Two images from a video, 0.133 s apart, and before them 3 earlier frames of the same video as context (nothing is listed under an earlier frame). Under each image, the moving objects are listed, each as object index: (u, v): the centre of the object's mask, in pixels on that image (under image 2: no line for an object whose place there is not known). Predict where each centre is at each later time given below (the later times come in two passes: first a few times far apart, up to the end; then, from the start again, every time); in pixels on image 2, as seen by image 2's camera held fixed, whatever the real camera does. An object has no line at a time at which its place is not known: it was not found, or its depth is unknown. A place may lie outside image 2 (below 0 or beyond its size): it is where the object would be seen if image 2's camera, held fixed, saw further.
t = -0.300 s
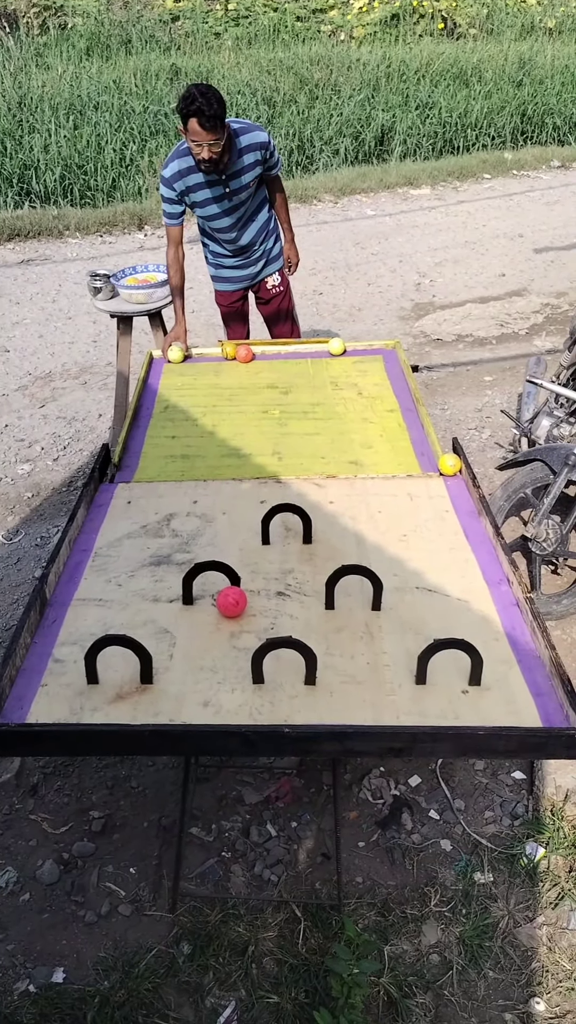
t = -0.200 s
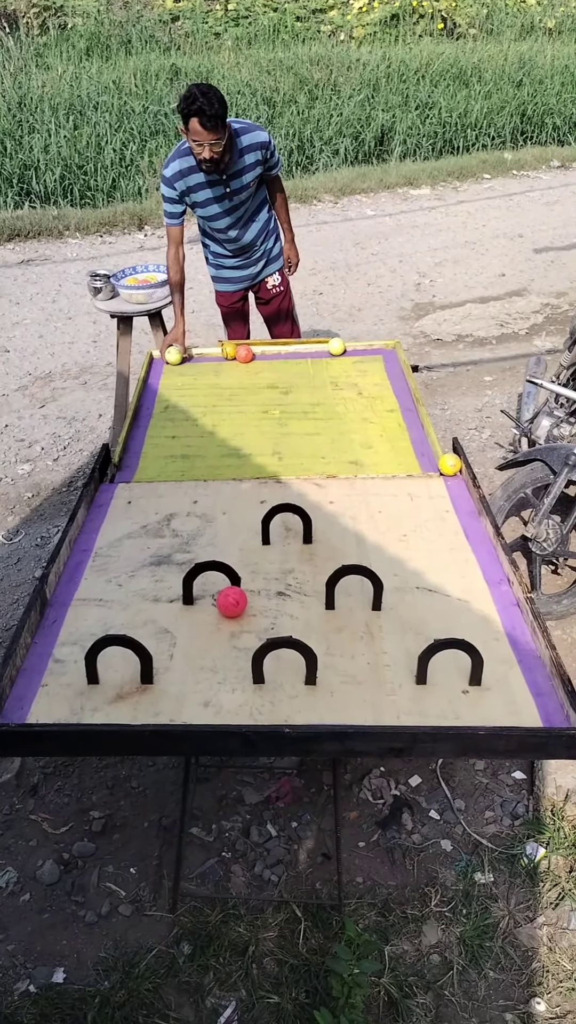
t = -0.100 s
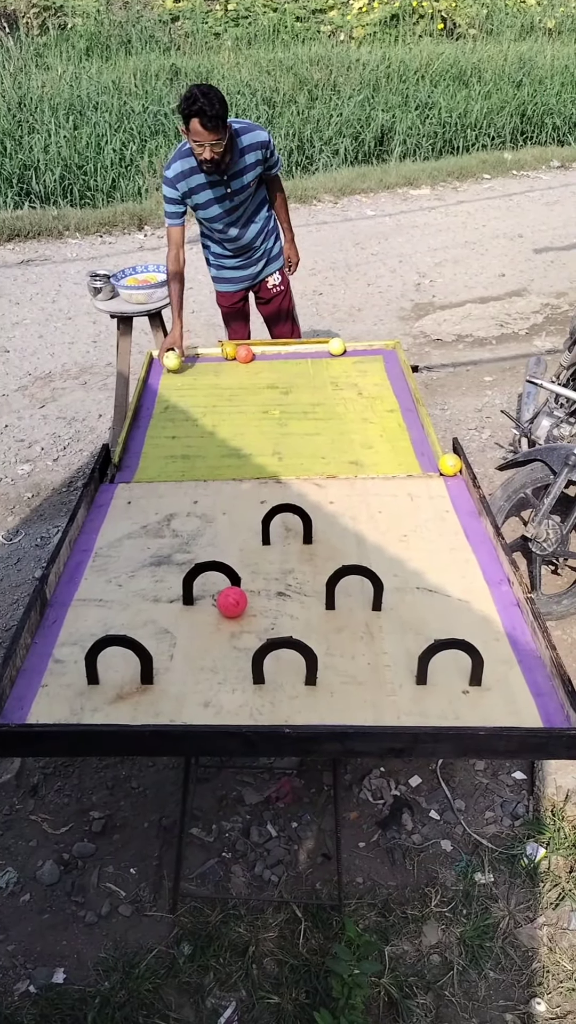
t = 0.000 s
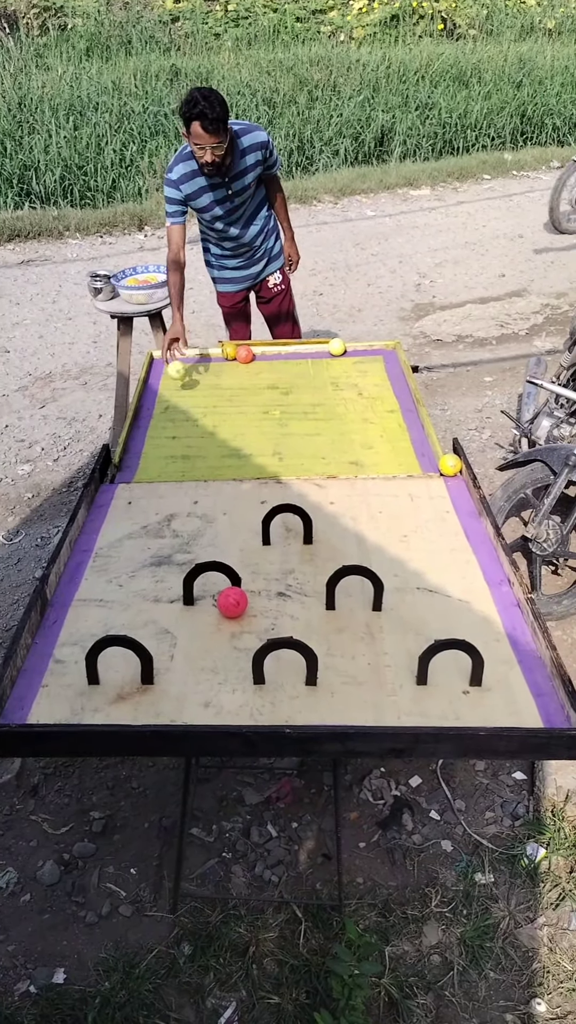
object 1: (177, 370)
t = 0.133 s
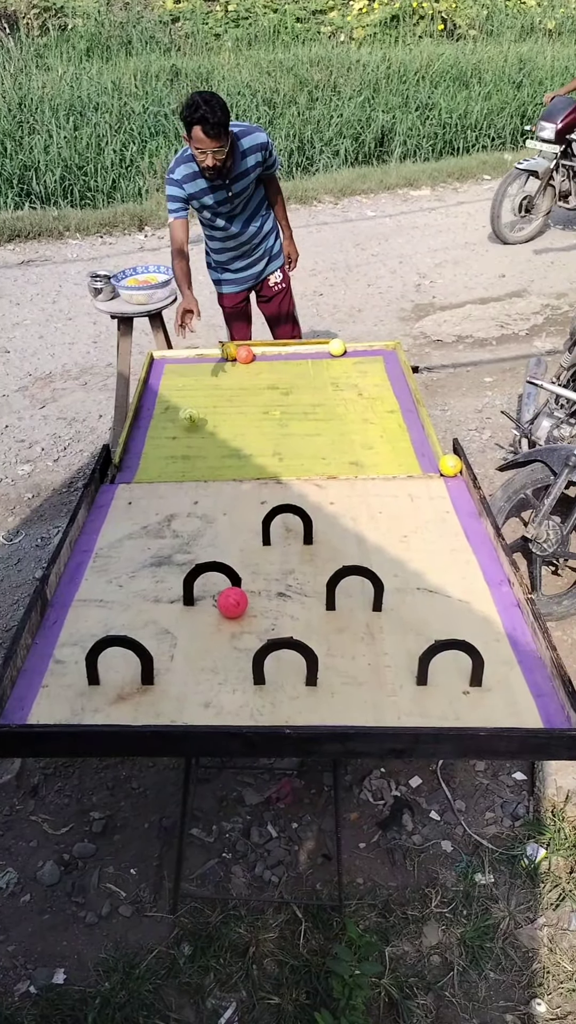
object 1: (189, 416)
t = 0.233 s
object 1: (197, 437)
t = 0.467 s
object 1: (219, 486)
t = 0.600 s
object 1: (235, 520)
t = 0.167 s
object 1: (192, 434)
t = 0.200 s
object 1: (194, 433)
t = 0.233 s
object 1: (197, 437)
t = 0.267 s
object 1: (200, 444)
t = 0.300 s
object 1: (203, 452)
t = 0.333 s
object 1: (206, 467)
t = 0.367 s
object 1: (210, 477)
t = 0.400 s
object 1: (213, 478)
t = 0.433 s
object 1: (215, 480)
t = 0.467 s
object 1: (219, 486)
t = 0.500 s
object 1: (224, 498)
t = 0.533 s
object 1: (228, 511)
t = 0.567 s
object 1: (232, 517)
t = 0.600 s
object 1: (235, 520)
